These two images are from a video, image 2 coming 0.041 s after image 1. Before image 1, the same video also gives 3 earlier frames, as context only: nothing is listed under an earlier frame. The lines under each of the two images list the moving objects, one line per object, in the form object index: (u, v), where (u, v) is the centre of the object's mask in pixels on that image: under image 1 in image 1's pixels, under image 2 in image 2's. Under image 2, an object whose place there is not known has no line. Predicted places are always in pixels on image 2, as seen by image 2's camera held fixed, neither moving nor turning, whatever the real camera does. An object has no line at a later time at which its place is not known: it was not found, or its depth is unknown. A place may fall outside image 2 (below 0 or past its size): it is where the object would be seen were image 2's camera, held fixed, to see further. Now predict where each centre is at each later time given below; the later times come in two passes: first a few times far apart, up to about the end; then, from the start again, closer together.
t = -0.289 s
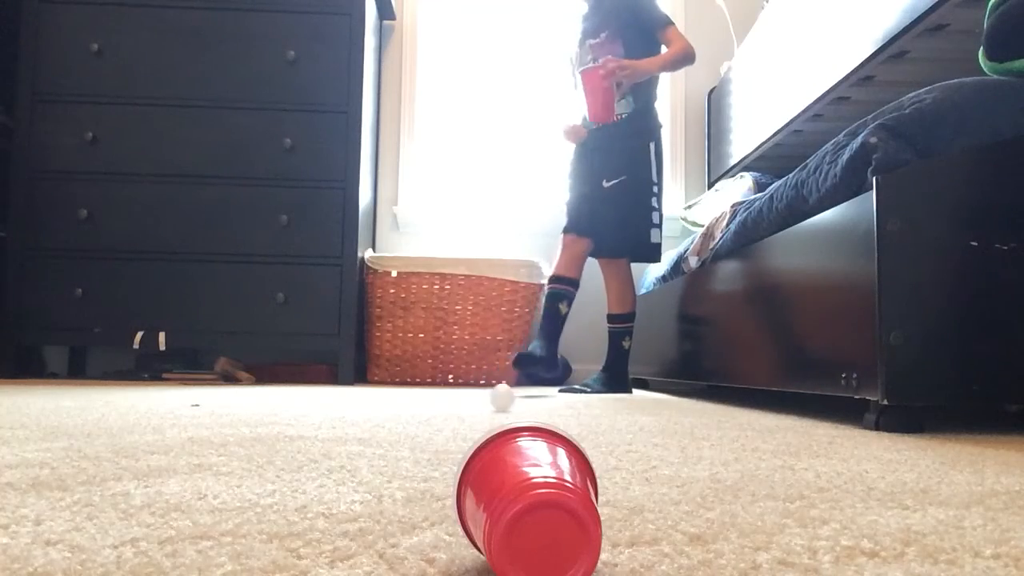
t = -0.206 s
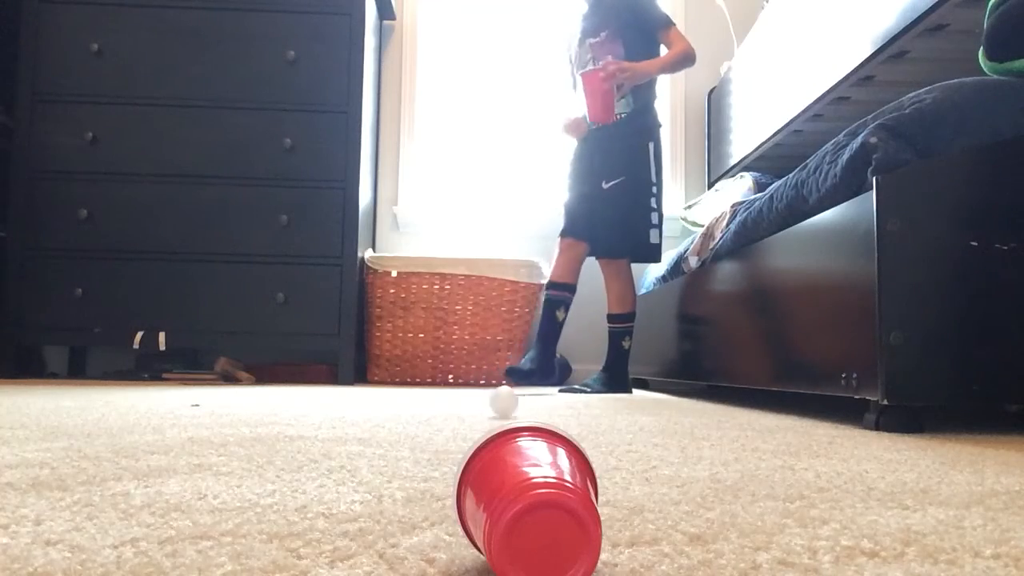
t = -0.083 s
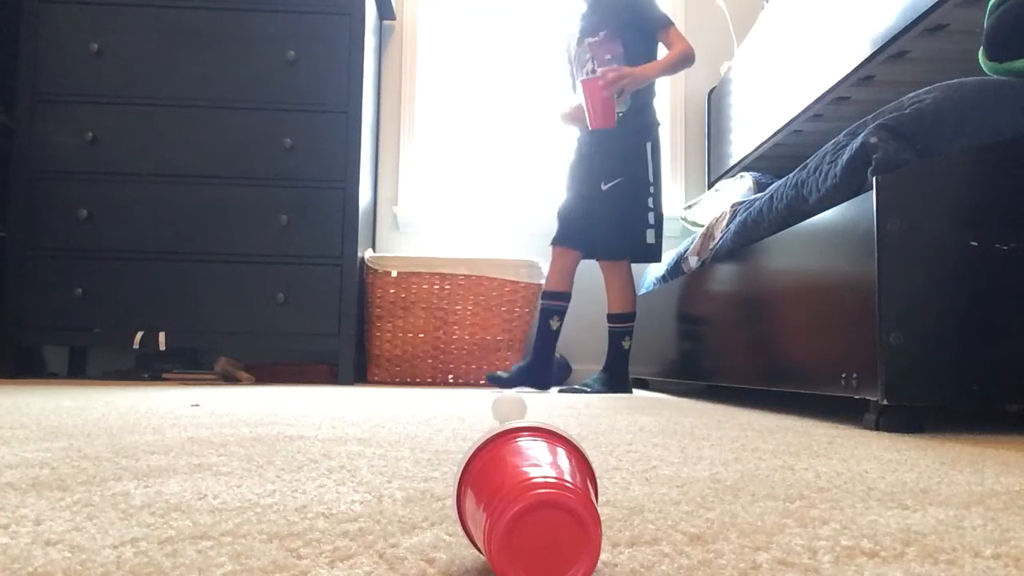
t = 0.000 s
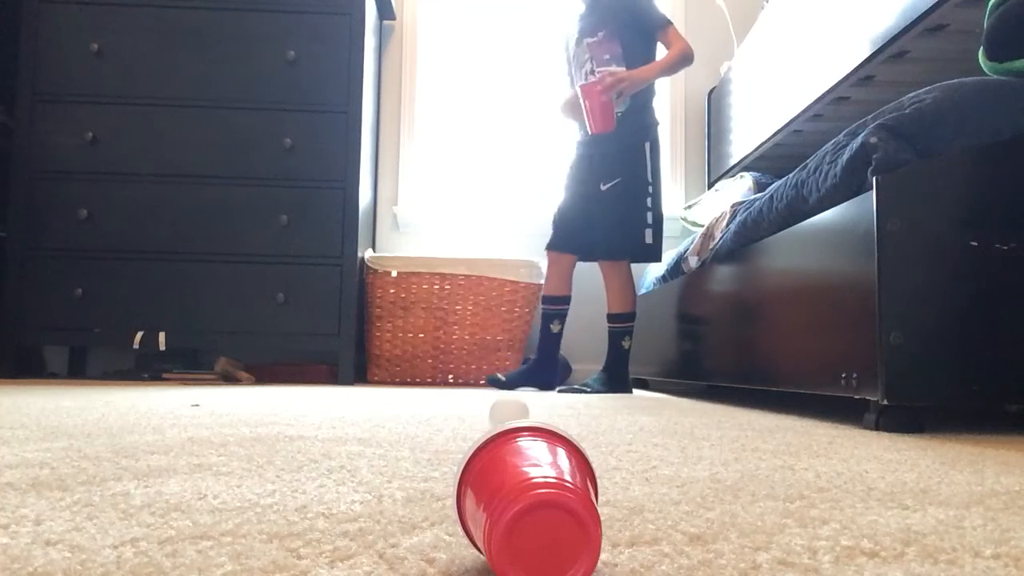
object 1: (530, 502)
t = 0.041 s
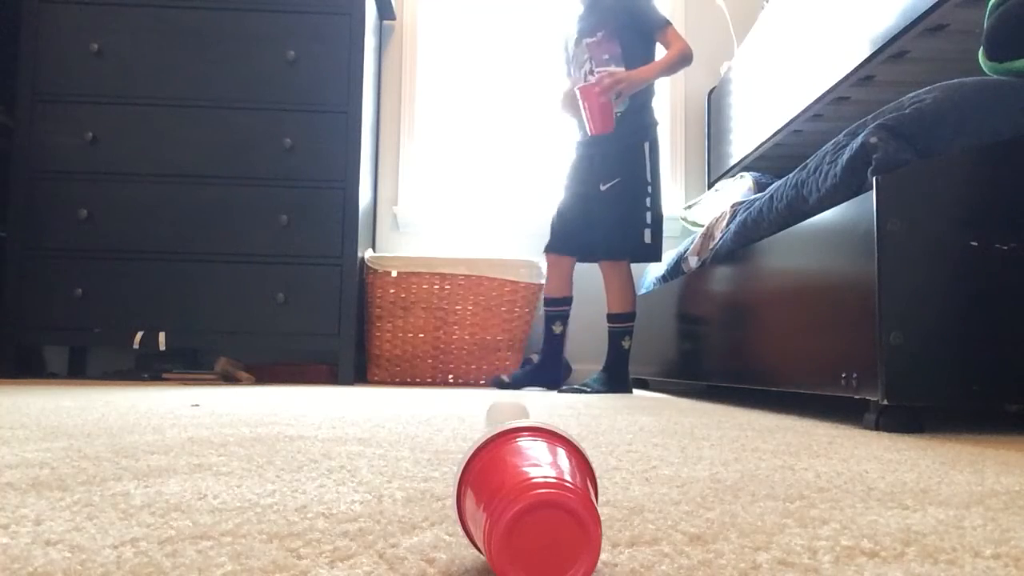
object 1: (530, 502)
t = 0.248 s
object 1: (531, 503)
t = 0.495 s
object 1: (507, 507)
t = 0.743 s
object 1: (431, 513)
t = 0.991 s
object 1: (379, 517)
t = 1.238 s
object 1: (388, 517)
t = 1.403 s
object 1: (386, 516)
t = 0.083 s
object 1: (531, 503)
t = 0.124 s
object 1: (530, 502)
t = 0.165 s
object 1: (530, 503)
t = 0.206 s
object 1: (530, 503)
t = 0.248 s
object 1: (531, 503)
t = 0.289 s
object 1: (531, 503)
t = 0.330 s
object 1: (531, 503)
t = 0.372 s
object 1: (531, 503)
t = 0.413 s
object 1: (528, 505)
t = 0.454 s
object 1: (526, 506)
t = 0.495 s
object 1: (507, 507)
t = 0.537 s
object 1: (495, 509)
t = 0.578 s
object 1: (479, 511)
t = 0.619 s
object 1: (465, 511)
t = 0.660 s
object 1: (453, 512)
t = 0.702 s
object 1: (442, 512)
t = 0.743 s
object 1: (431, 513)
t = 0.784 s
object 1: (419, 514)
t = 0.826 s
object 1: (408, 515)
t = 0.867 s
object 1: (397, 516)
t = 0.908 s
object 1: (388, 516)
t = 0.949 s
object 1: (382, 517)
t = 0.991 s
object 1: (379, 517)
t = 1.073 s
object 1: (380, 517)
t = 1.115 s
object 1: (383, 517)
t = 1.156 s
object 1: (385, 516)
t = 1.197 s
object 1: (388, 517)
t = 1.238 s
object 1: (388, 517)
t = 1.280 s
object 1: (388, 517)
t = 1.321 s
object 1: (386, 516)
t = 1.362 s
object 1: (386, 516)
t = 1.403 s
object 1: (386, 516)
